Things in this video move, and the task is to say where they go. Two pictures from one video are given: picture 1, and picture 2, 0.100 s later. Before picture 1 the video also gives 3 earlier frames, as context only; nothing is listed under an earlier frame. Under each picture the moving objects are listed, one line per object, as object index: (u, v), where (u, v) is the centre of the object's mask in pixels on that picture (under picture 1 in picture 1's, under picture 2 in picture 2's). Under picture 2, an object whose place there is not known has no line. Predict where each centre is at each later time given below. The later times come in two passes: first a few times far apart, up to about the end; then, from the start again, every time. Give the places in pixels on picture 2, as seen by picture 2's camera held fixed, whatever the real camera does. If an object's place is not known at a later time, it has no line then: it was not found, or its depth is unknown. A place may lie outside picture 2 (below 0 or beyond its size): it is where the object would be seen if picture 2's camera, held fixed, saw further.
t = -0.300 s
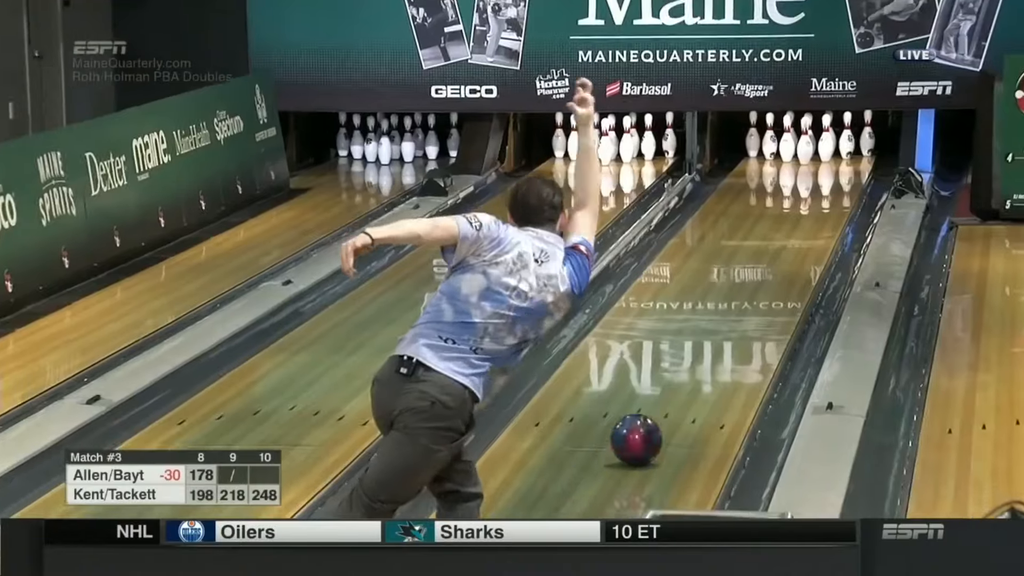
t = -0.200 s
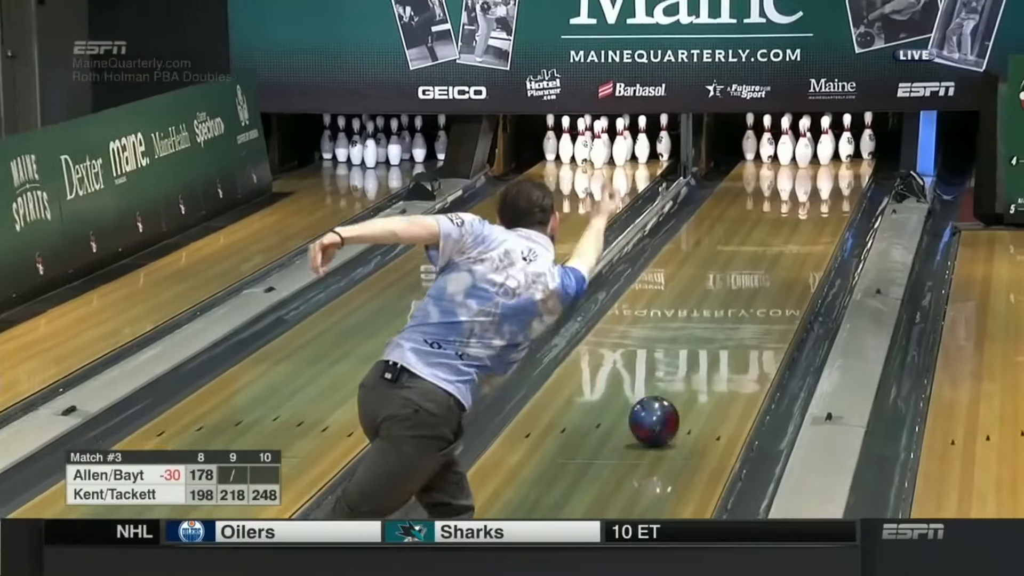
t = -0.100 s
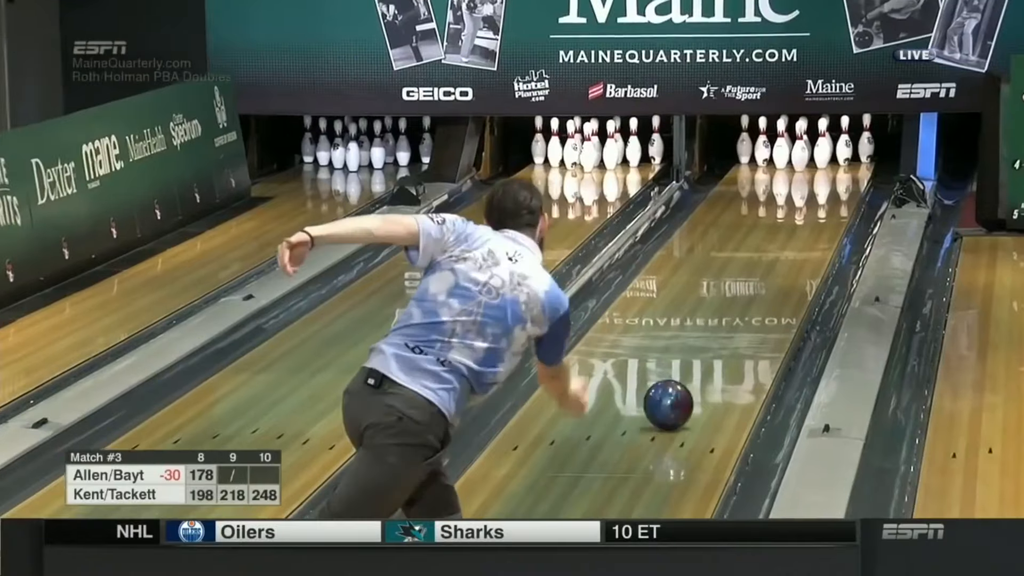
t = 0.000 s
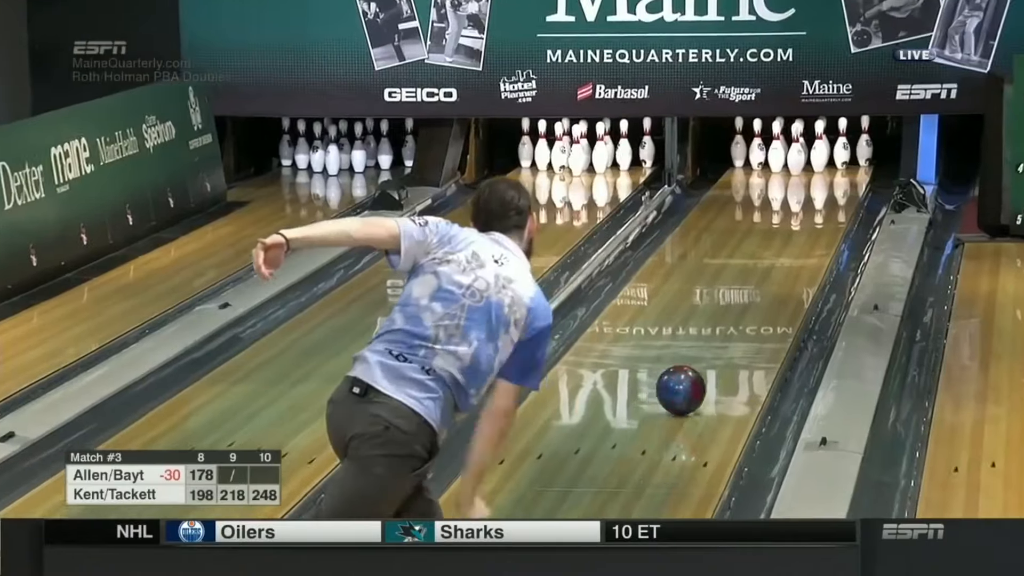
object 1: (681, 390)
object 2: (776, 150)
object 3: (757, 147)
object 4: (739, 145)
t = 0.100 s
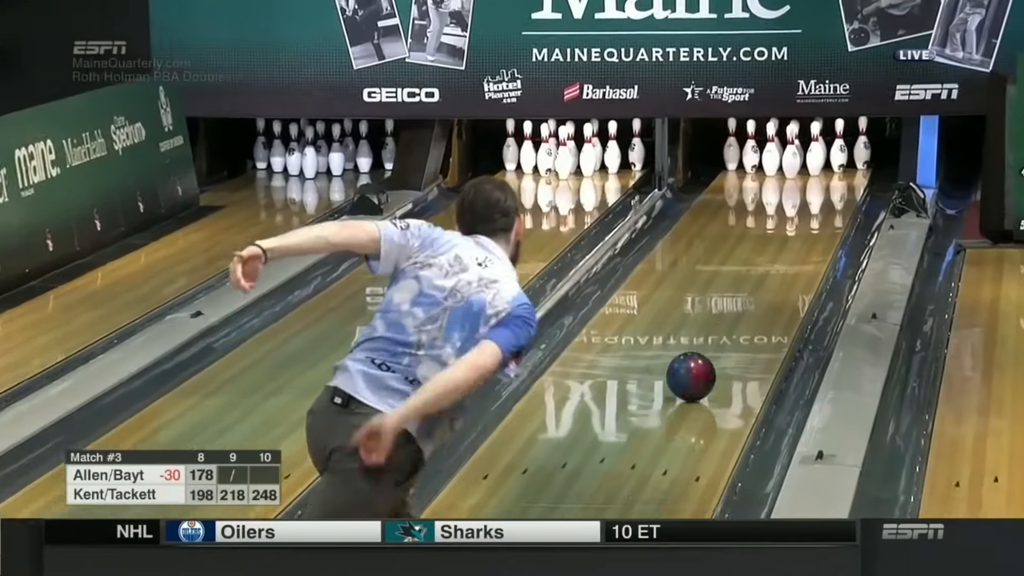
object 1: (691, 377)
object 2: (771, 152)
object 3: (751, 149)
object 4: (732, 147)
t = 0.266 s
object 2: (771, 151)
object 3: (750, 149)
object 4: (731, 147)
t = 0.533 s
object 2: (769, 152)
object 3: (749, 149)
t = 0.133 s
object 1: (697, 368)
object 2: (771, 152)
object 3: (751, 149)
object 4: (732, 146)
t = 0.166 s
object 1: (703, 361)
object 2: (771, 152)
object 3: (751, 149)
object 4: (732, 147)
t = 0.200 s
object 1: (709, 353)
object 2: (770, 152)
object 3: (751, 149)
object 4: (731, 147)
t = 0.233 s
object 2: (770, 152)
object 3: (751, 149)
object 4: (731, 147)
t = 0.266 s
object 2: (771, 151)
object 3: (750, 149)
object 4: (731, 147)
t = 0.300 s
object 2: (770, 152)
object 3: (750, 148)
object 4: (731, 146)
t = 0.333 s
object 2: (771, 152)
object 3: (750, 149)
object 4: (731, 147)
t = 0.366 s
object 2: (771, 152)
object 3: (750, 149)
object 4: (730, 146)
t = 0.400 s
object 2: (771, 152)
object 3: (750, 149)
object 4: (730, 146)
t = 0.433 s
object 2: (770, 152)
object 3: (750, 149)
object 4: (730, 146)
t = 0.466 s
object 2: (770, 152)
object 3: (750, 149)
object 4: (730, 146)
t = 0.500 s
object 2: (770, 152)
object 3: (749, 149)
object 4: (729, 147)
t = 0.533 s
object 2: (769, 152)
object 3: (749, 149)
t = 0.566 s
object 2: (769, 152)
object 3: (749, 149)
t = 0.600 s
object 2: (769, 152)
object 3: (748, 149)
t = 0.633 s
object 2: (769, 152)
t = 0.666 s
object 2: (769, 153)
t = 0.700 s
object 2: (769, 152)
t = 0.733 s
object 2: (768, 153)
